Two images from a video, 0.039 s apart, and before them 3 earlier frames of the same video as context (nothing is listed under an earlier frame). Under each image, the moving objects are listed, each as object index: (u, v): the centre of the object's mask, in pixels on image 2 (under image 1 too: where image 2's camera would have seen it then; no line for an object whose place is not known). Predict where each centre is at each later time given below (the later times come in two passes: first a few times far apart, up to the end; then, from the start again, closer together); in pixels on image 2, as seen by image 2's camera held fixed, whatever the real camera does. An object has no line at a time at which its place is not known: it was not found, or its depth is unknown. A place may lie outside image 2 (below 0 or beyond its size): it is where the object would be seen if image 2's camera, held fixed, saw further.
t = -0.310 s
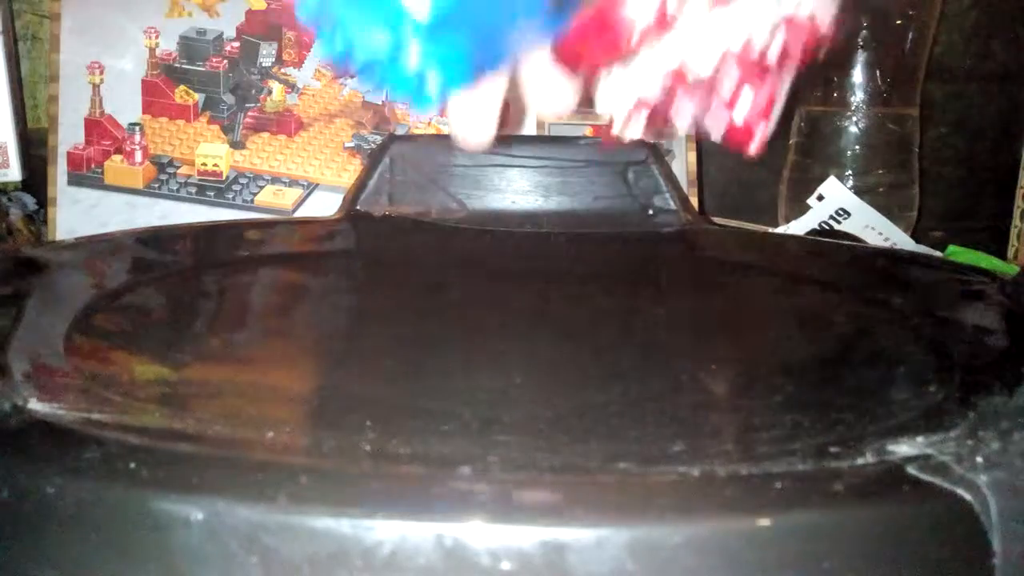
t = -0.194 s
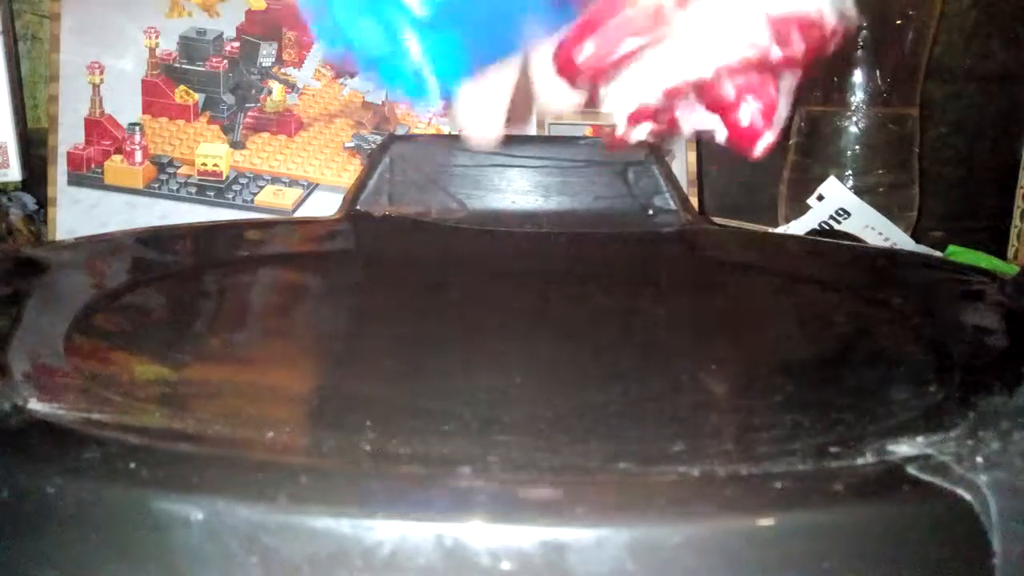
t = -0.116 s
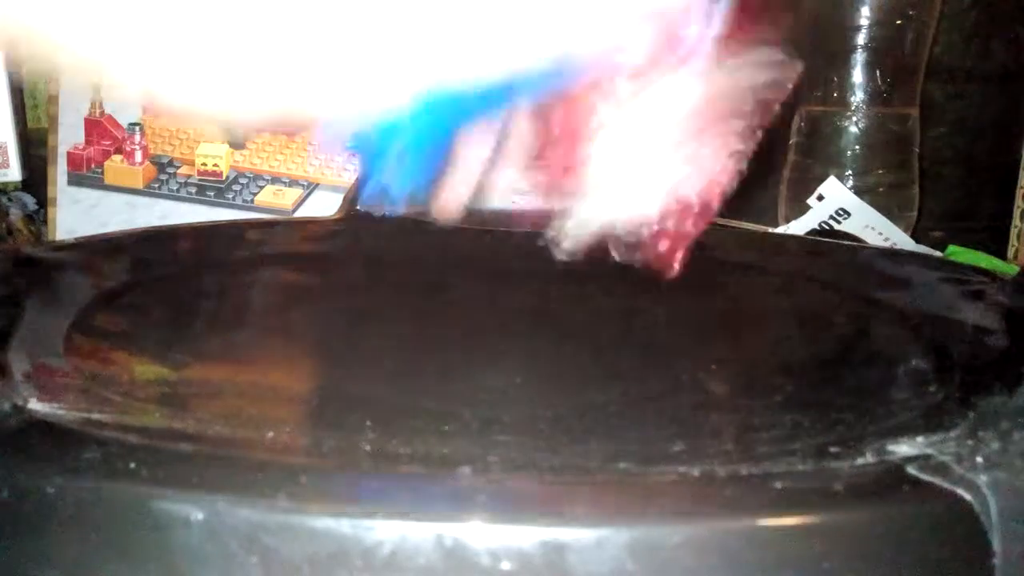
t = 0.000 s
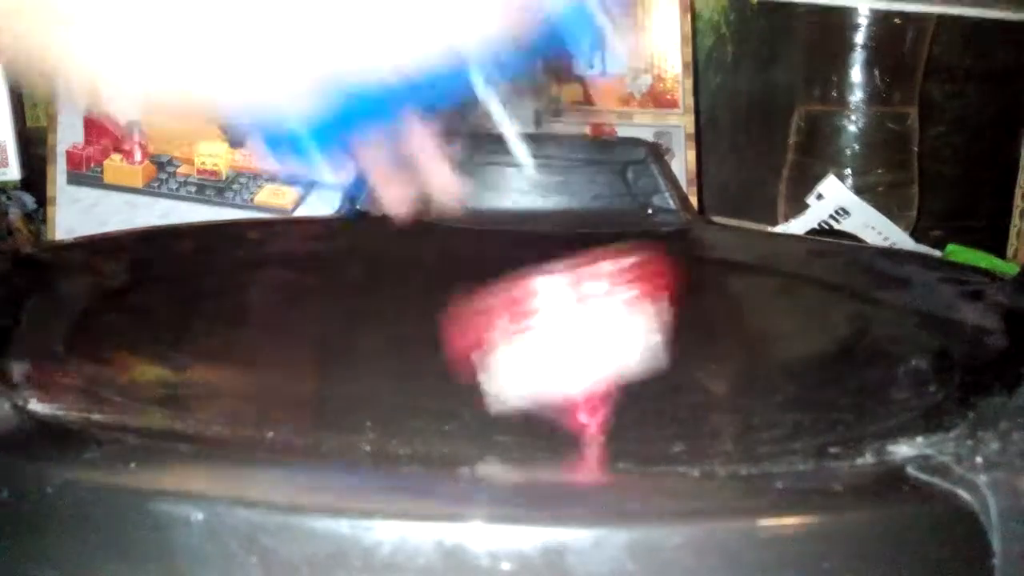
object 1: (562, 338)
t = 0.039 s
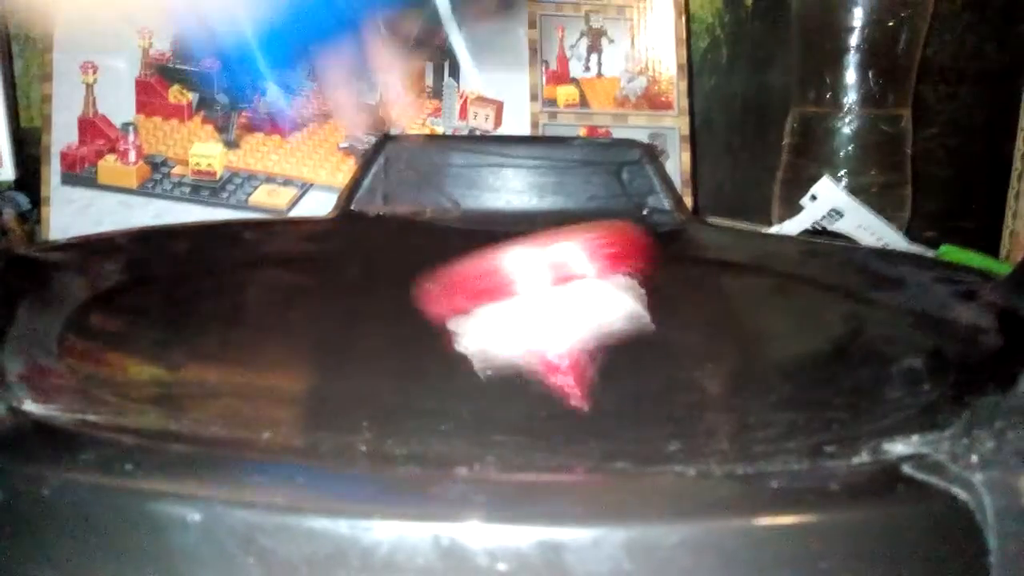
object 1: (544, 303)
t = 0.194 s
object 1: (446, 322)
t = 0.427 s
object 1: (372, 287)
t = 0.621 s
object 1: (404, 285)
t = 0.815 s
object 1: (473, 289)
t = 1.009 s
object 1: (471, 319)
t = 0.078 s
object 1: (518, 307)
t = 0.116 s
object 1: (495, 330)
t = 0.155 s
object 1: (471, 311)
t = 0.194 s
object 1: (446, 322)
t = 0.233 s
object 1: (427, 305)
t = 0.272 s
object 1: (408, 311)
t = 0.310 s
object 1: (393, 304)
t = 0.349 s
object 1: (383, 294)
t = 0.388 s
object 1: (376, 289)
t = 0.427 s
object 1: (372, 287)
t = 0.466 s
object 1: (373, 285)
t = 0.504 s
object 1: (376, 280)
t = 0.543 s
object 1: (384, 284)
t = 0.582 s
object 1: (394, 278)
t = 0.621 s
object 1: (404, 285)
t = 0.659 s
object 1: (420, 279)
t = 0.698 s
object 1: (434, 298)
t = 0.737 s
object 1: (450, 288)
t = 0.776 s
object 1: (462, 307)
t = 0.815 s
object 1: (473, 289)
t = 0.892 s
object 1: (482, 309)
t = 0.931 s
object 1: (484, 317)
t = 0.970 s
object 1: (481, 319)
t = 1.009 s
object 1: (471, 319)
